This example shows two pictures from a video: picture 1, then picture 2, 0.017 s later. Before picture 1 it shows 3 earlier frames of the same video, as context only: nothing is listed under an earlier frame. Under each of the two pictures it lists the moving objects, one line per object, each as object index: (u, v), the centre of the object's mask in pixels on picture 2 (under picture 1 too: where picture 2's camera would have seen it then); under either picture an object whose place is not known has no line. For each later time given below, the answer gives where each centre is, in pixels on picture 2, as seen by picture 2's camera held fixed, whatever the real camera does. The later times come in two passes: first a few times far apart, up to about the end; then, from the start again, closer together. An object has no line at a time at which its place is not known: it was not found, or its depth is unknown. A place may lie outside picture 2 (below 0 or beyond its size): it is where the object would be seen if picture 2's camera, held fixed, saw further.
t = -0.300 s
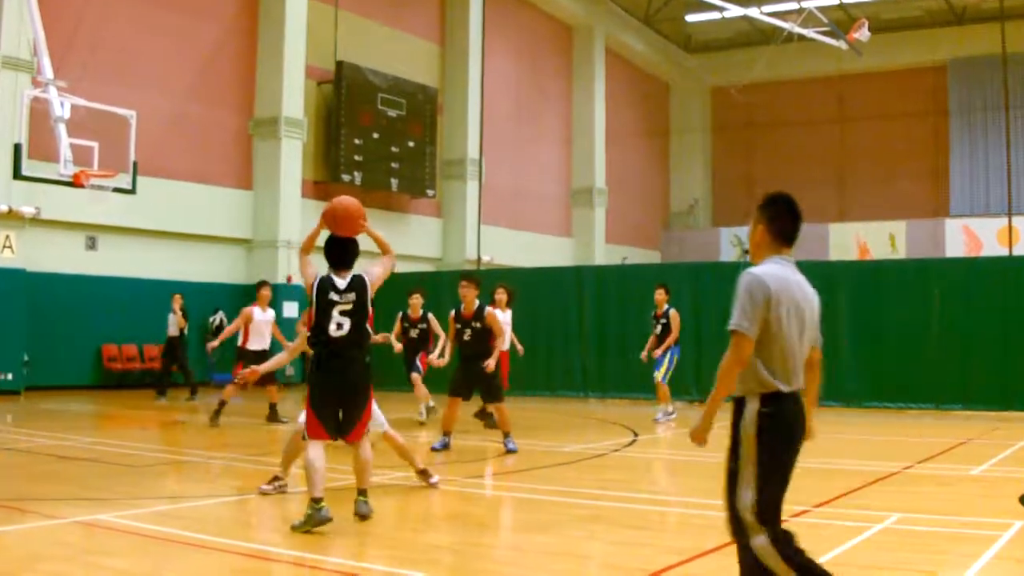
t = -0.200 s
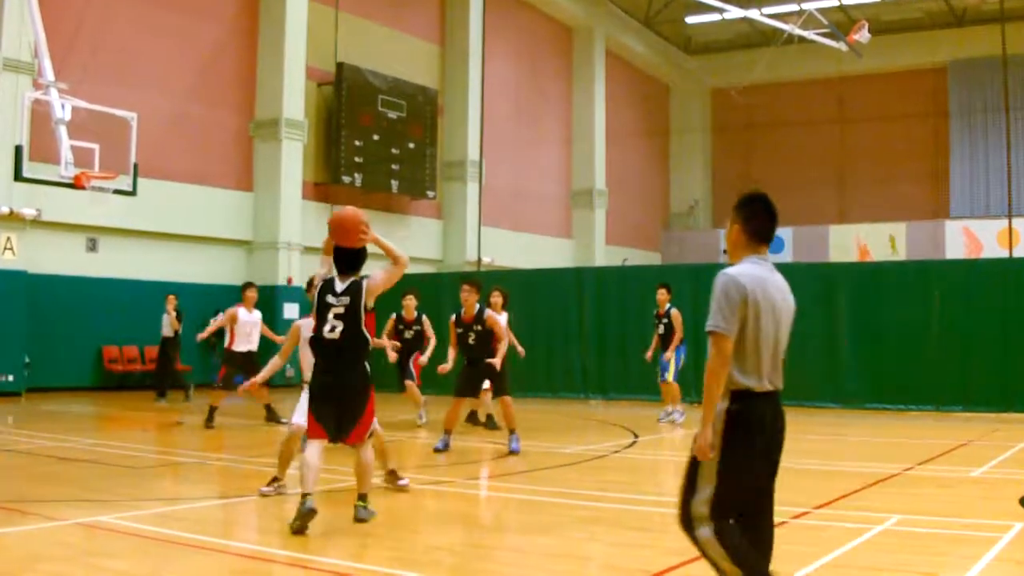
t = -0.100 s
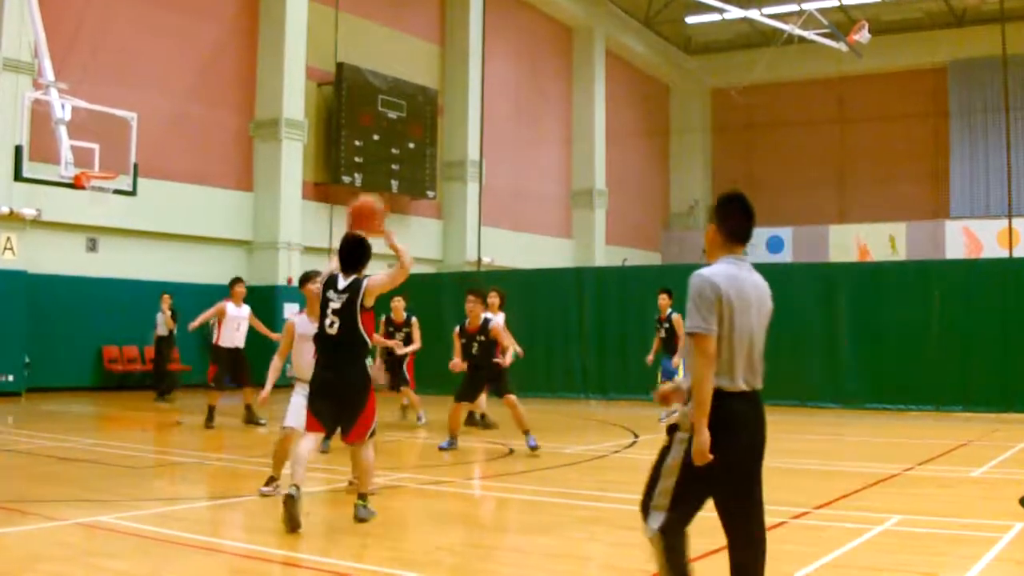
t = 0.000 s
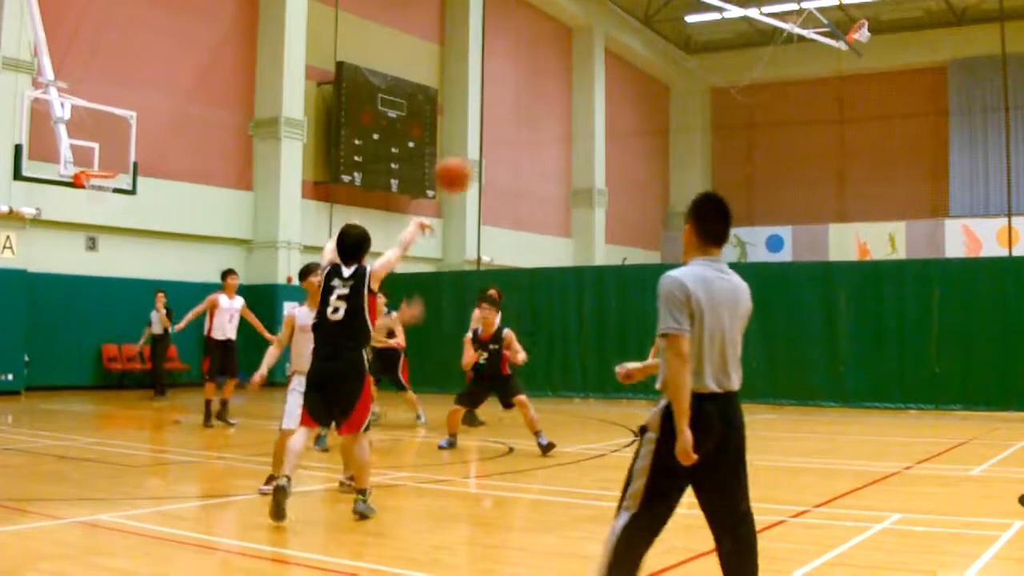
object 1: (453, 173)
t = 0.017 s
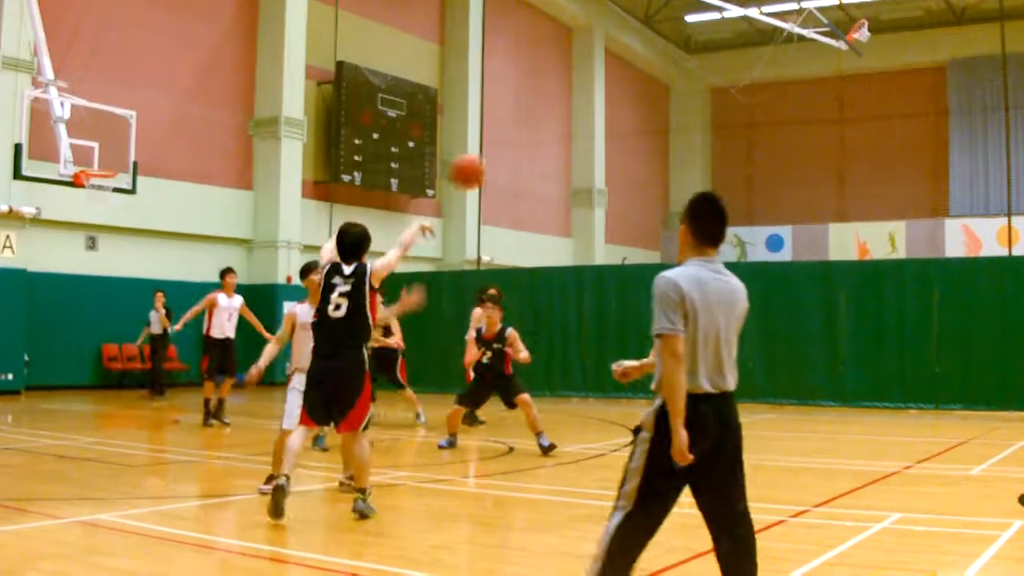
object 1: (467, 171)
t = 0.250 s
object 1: (628, 166)
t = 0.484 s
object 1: (736, 216)
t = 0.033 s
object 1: (481, 169)
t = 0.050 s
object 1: (495, 167)
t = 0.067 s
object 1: (507, 165)
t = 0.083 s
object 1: (520, 164)
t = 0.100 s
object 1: (532, 162)
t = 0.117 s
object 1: (544, 162)
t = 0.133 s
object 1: (556, 161)
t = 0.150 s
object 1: (566, 161)
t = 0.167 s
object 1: (577, 162)
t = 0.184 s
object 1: (589, 161)
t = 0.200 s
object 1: (599, 162)
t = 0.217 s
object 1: (611, 162)
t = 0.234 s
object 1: (619, 164)
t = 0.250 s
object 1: (628, 166)
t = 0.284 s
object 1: (647, 167)
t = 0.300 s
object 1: (658, 169)
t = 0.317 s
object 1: (664, 172)
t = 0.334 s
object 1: (672, 176)
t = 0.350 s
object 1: (678, 183)
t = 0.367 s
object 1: (687, 188)
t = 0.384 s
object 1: (694, 189)
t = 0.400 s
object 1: (702, 195)
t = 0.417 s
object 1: (709, 199)
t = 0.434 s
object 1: (716, 202)
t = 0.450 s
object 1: (723, 209)
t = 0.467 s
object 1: (729, 213)
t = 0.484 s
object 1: (736, 216)
